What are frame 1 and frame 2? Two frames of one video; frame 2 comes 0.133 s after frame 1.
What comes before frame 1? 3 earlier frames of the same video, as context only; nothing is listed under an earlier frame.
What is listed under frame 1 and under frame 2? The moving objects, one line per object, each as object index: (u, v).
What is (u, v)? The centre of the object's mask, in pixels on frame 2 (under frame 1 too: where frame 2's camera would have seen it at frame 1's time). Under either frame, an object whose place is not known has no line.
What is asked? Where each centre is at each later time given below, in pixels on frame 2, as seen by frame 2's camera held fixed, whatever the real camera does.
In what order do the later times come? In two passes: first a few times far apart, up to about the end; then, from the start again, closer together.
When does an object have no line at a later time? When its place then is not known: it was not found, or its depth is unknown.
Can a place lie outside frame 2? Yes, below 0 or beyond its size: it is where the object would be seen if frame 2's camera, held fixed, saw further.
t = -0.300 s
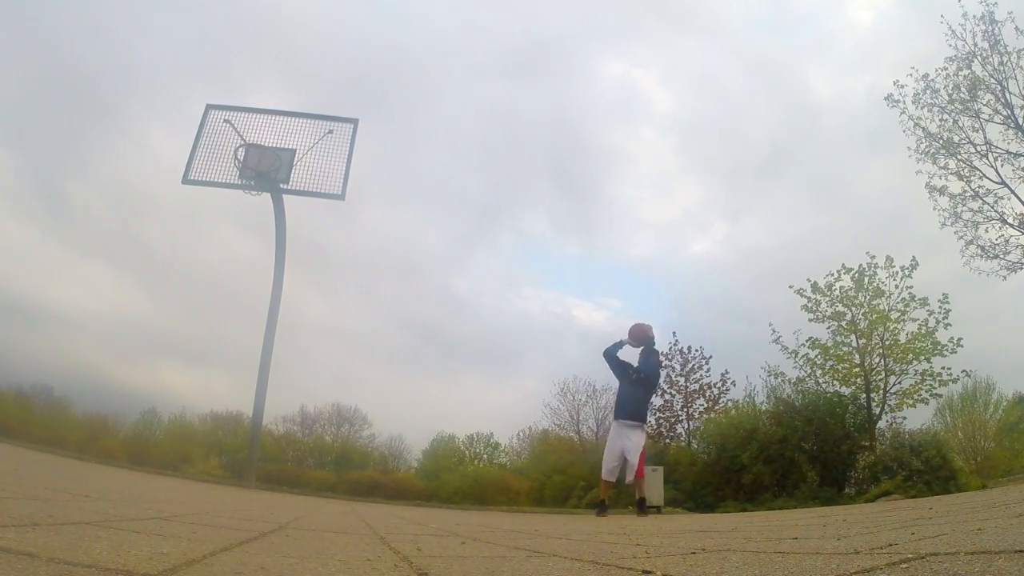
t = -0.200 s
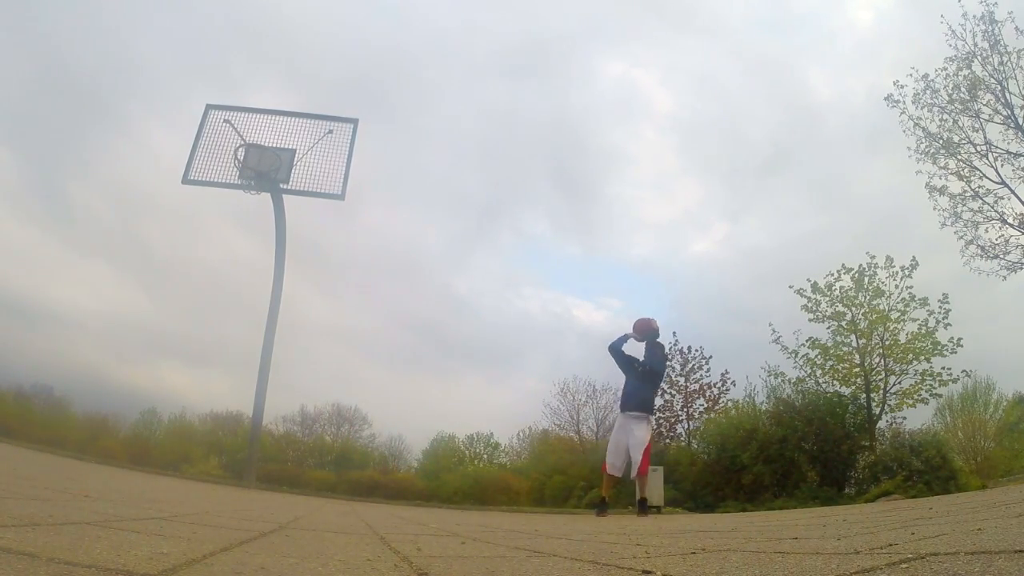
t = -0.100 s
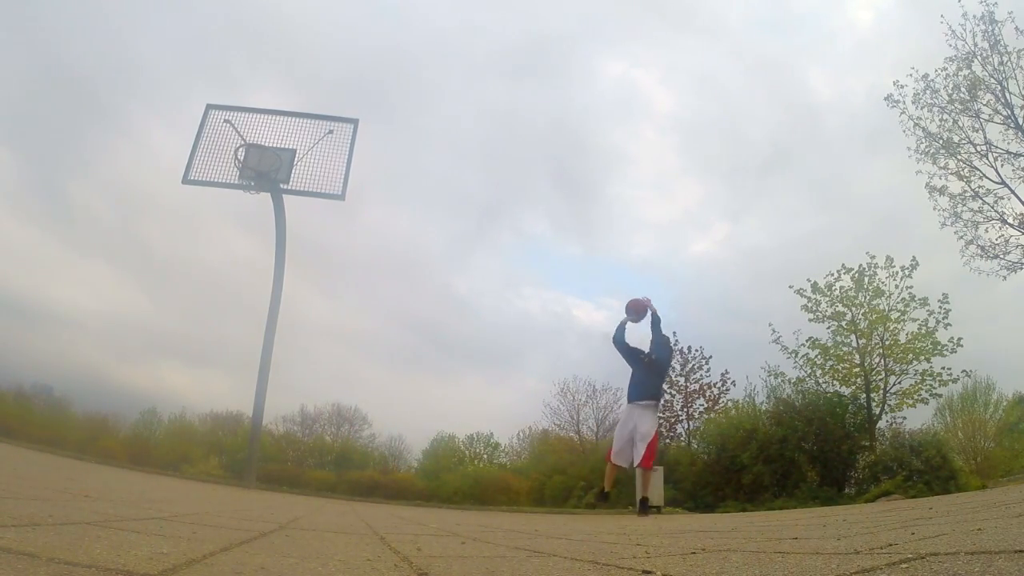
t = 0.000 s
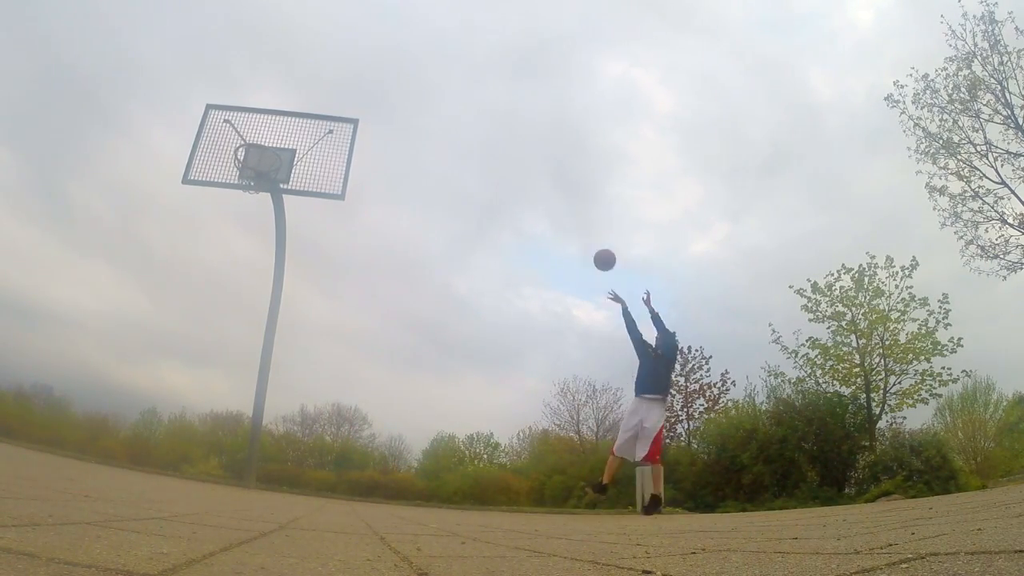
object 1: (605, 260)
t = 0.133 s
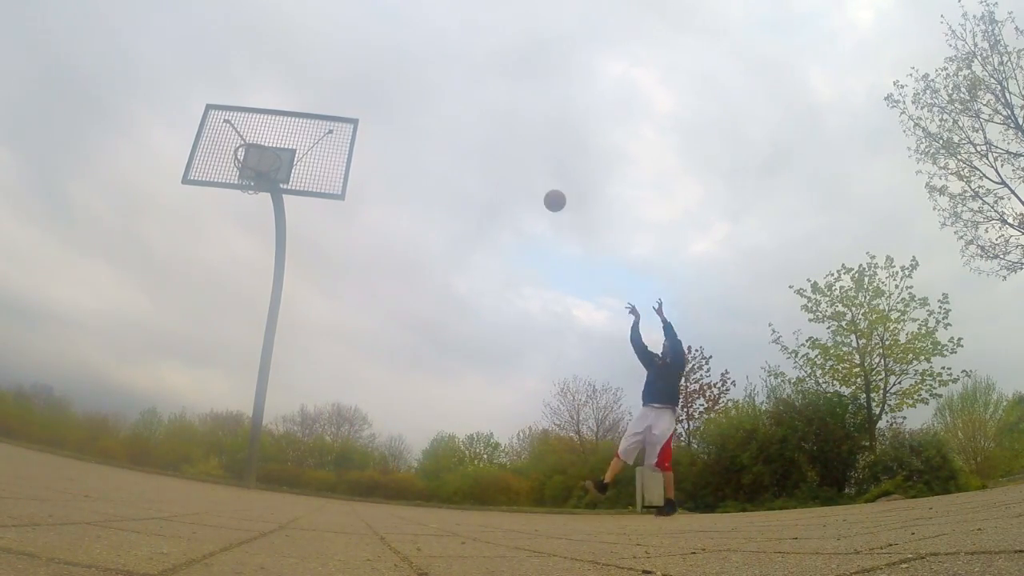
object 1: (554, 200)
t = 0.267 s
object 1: (506, 158)
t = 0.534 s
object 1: (407, 115)
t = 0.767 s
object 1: (314, 123)
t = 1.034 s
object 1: (262, 164)
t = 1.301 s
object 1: (245, 162)
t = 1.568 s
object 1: (256, 174)
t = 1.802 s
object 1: (255, 181)
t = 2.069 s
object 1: (240, 214)
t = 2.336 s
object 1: (209, 324)
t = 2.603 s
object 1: (185, 427)
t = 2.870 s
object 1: (201, 311)
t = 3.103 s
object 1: (206, 277)
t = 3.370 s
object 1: (197, 309)
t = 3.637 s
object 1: (176, 429)
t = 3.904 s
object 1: (181, 382)
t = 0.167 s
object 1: (542, 188)
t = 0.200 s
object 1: (530, 177)
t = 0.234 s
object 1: (518, 167)
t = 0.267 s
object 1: (506, 158)
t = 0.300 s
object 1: (493, 149)
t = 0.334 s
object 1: (481, 142)
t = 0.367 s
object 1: (469, 135)
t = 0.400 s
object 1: (457, 129)
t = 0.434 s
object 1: (444, 124)
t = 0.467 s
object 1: (432, 120)
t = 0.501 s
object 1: (420, 117)
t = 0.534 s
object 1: (407, 115)
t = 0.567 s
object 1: (395, 113)
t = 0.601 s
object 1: (382, 112)
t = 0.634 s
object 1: (369, 113)
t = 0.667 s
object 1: (356, 113)
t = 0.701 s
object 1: (342, 116)
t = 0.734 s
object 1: (329, 119)
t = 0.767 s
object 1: (314, 123)
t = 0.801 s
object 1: (300, 127)
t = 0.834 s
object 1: (285, 134)
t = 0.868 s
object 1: (270, 140)
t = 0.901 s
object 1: (258, 146)
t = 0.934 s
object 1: (246, 153)
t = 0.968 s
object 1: (249, 159)
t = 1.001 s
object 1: (254, 165)
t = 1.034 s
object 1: (262, 164)
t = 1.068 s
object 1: (266, 165)
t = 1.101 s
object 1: (267, 165)
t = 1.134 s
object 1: (265, 164)
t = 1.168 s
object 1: (257, 160)
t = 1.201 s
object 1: (254, 159)
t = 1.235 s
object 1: (249, 160)
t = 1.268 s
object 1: (247, 160)
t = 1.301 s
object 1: (245, 162)
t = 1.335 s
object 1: (246, 164)
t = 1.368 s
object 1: (247, 164)
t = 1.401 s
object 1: (249, 167)
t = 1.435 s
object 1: (251, 167)
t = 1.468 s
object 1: (251, 172)
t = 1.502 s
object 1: (252, 172)
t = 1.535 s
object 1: (254, 174)
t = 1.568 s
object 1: (256, 174)
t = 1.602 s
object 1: (256, 176)
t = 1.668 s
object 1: (254, 176)
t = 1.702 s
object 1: (255, 178)
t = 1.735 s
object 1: (255, 178)
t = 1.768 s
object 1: (255, 180)
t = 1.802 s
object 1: (255, 181)
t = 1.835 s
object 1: (254, 182)
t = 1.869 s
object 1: (253, 183)
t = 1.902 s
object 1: (251, 187)
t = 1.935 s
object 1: (250, 190)
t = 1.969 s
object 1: (248, 194)
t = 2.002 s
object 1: (245, 199)
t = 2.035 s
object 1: (243, 206)
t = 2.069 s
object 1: (240, 214)
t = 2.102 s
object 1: (237, 223)
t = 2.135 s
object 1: (234, 233)
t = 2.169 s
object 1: (230, 245)
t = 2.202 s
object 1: (226, 257)
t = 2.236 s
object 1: (222, 272)
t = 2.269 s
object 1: (218, 287)
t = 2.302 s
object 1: (214, 305)
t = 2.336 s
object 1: (209, 324)
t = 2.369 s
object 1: (204, 345)
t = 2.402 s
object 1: (199, 367)
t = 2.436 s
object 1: (194, 392)
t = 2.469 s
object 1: (190, 419)
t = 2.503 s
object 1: (184, 448)
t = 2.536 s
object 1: (180, 470)
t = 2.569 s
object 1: (183, 448)
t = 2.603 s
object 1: (185, 427)
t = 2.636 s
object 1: (187, 408)
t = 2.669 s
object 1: (189, 390)
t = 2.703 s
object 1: (192, 373)
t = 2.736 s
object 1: (194, 358)
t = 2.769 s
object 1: (196, 344)
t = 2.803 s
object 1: (198, 332)
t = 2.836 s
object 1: (199, 321)
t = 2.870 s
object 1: (201, 311)
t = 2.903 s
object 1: (202, 303)
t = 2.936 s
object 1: (203, 295)
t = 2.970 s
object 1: (205, 289)
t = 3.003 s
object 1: (205, 284)
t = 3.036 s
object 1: (206, 281)
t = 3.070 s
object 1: (206, 278)
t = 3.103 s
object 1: (206, 277)
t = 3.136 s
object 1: (206, 276)
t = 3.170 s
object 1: (205, 277)
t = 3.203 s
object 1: (205, 280)
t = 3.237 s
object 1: (203, 283)
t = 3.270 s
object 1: (202, 288)
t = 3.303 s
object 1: (200, 293)
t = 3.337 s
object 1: (199, 300)
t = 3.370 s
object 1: (197, 309)
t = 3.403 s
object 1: (195, 318)
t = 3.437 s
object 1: (192, 329)
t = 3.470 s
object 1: (189, 342)
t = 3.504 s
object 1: (187, 356)
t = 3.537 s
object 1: (183, 372)
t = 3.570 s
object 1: (180, 390)
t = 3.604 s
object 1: (177, 408)
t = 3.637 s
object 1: (176, 429)
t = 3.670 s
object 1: (170, 452)
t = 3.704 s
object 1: (167, 467)
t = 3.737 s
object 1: (170, 451)
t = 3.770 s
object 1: (173, 434)
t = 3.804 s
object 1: (175, 418)
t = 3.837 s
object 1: (177, 405)
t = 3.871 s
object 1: (179, 393)
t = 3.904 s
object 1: (181, 382)
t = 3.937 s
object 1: (183, 372)
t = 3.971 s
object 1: (184, 364)
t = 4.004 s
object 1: (185, 357)
